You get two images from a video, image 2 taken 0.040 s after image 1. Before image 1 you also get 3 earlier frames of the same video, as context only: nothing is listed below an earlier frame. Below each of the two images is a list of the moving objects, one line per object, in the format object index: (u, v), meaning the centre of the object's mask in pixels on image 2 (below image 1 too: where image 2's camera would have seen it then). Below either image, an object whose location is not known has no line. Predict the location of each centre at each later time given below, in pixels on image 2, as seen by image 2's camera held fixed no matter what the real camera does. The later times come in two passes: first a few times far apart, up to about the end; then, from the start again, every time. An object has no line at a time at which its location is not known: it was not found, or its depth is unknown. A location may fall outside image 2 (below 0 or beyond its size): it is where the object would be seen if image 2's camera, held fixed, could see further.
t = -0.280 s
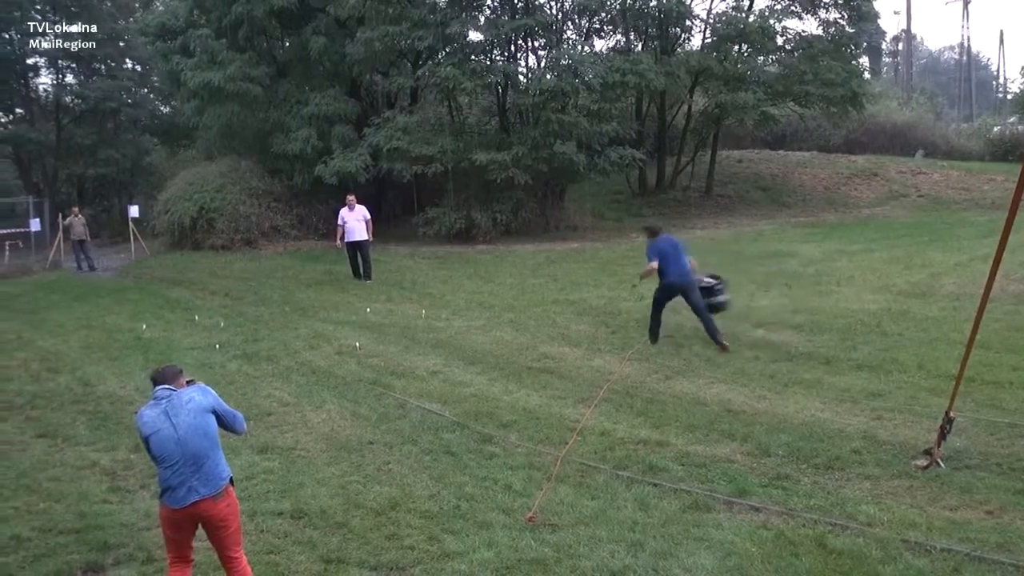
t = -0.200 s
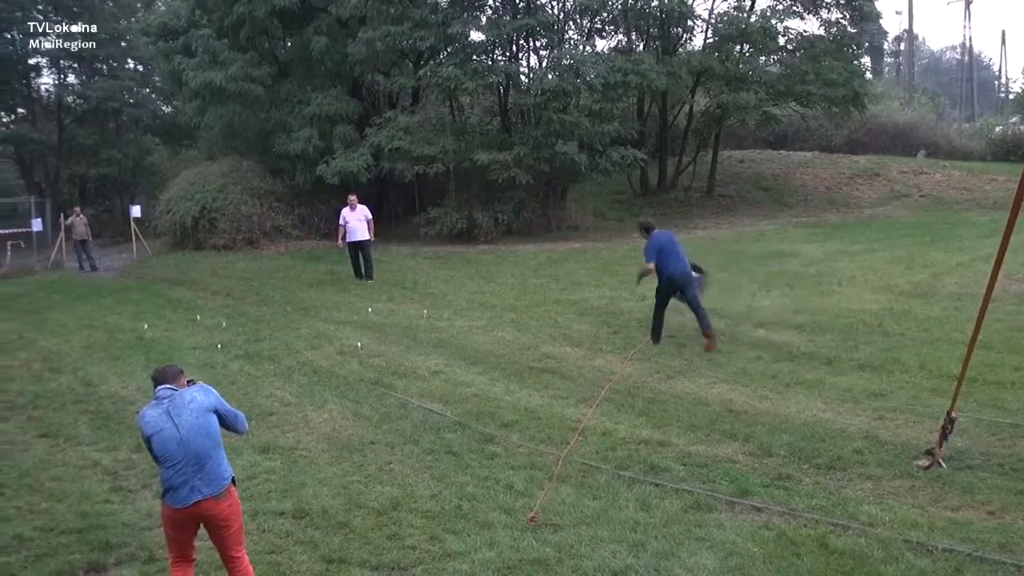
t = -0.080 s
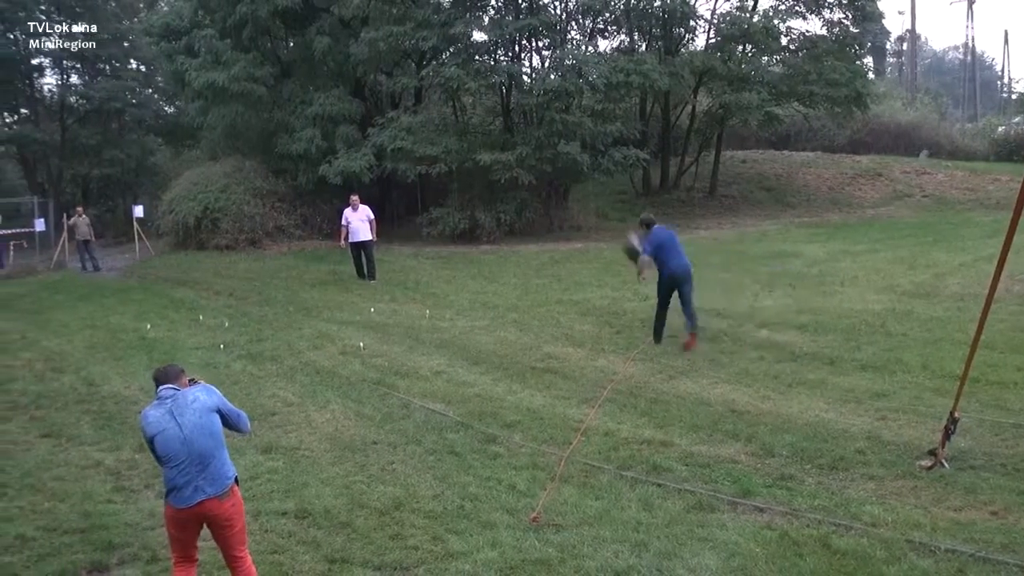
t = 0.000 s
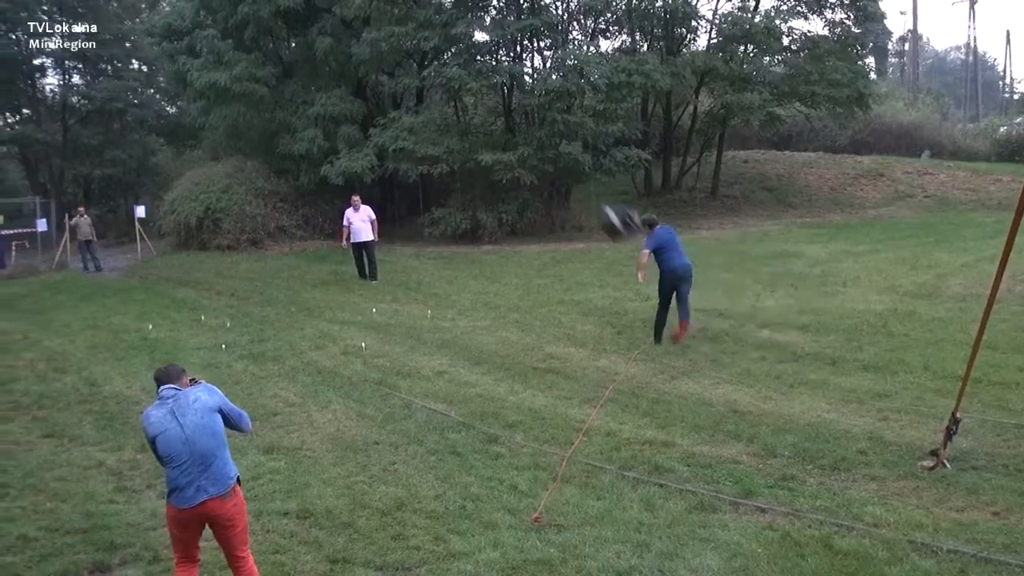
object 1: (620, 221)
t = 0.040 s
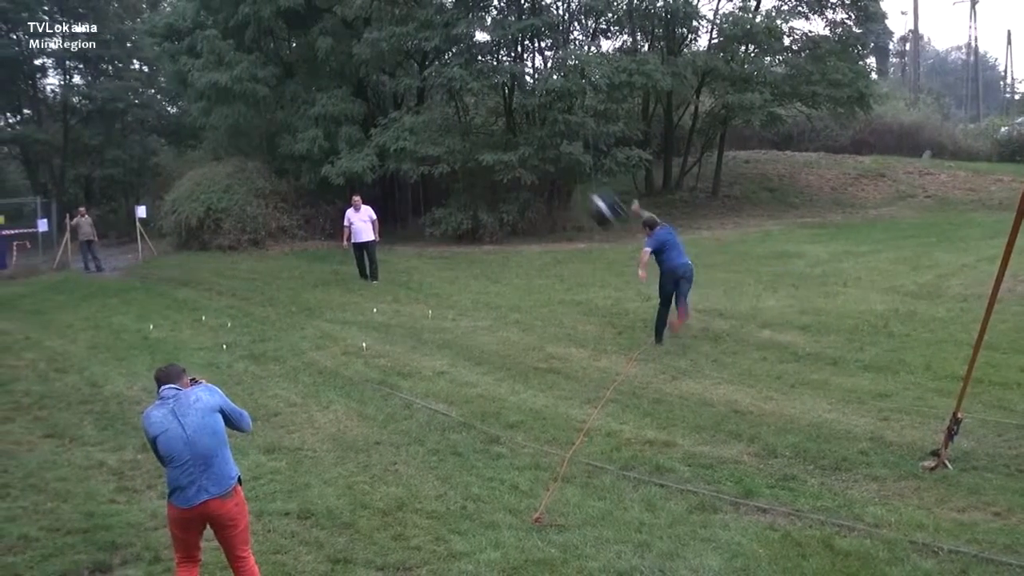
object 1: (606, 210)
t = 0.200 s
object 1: (551, 174)
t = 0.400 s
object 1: (492, 154)
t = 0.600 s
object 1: (436, 167)
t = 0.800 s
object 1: (378, 207)
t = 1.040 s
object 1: (308, 297)
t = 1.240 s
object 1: (258, 327)
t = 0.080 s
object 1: (588, 201)
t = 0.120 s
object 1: (575, 190)
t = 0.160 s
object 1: (567, 179)
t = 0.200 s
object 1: (551, 174)
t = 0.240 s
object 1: (538, 169)
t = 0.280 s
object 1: (525, 166)
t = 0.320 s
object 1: (514, 164)
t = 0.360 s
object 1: (505, 157)
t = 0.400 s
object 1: (492, 154)
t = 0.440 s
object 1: (484, 154)
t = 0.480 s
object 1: (469, 156)
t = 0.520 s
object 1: (459, 159)
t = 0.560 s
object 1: (446, 162)
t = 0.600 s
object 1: (436, 167)
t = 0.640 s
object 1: (422, 170)
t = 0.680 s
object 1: (412, 176)
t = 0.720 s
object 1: (400, 188)
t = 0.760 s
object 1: (390, 198)
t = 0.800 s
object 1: (378, 207)
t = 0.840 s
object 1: (364, 221)
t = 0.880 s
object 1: (351, 234)
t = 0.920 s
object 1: (337, 249)
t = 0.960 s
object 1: (331, 261)
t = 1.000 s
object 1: (319, 279)
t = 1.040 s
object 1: (308, 297)
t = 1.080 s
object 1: (298, 315)
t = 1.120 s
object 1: (288, 328)
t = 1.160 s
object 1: (279, 327)
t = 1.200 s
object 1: (268, 327)
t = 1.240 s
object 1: (258, 327)
